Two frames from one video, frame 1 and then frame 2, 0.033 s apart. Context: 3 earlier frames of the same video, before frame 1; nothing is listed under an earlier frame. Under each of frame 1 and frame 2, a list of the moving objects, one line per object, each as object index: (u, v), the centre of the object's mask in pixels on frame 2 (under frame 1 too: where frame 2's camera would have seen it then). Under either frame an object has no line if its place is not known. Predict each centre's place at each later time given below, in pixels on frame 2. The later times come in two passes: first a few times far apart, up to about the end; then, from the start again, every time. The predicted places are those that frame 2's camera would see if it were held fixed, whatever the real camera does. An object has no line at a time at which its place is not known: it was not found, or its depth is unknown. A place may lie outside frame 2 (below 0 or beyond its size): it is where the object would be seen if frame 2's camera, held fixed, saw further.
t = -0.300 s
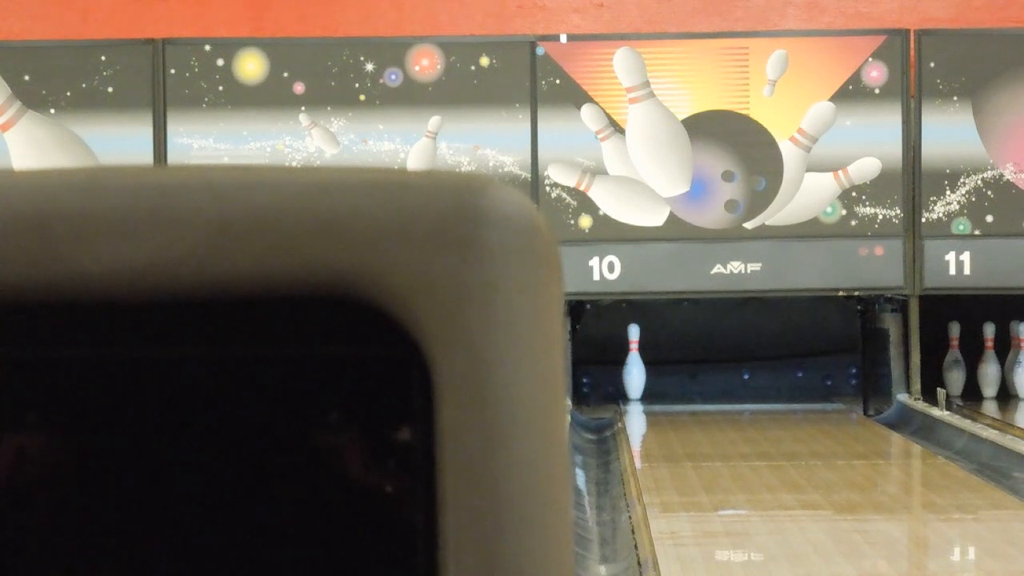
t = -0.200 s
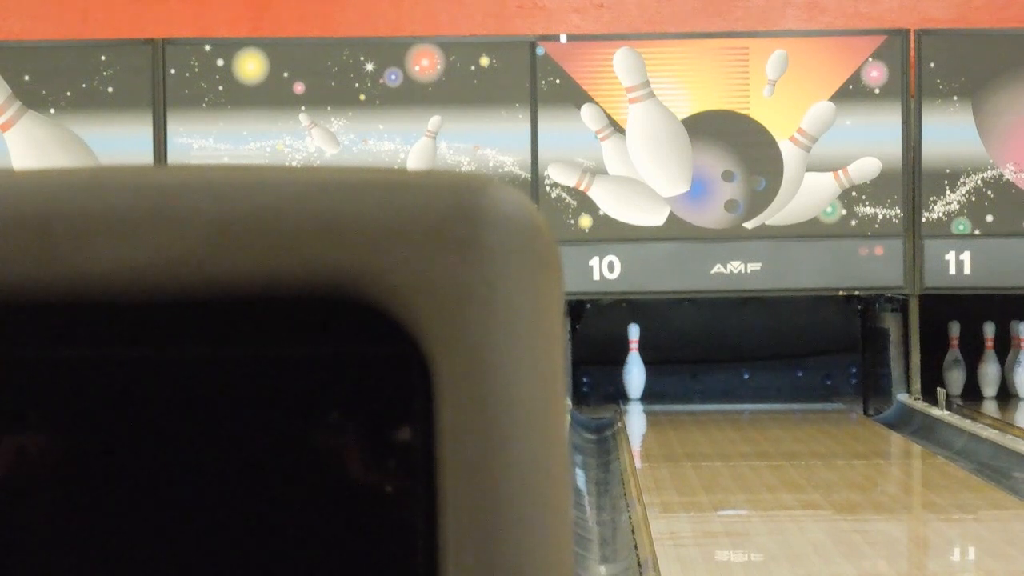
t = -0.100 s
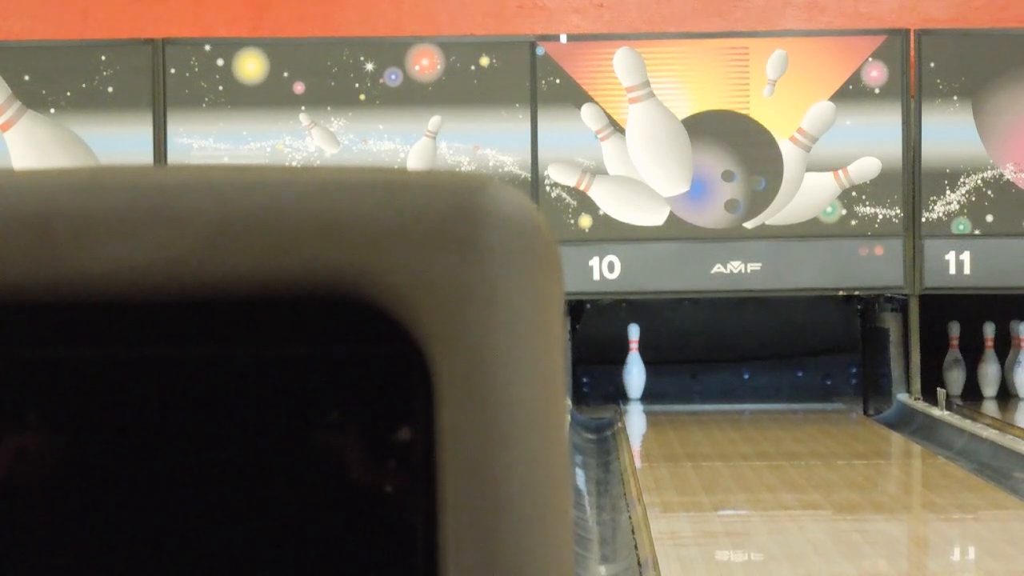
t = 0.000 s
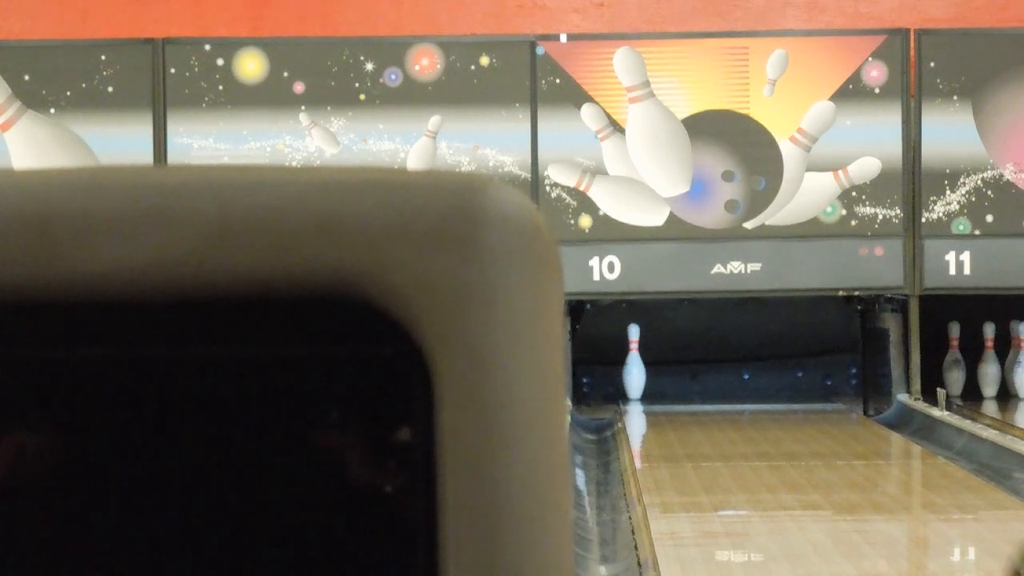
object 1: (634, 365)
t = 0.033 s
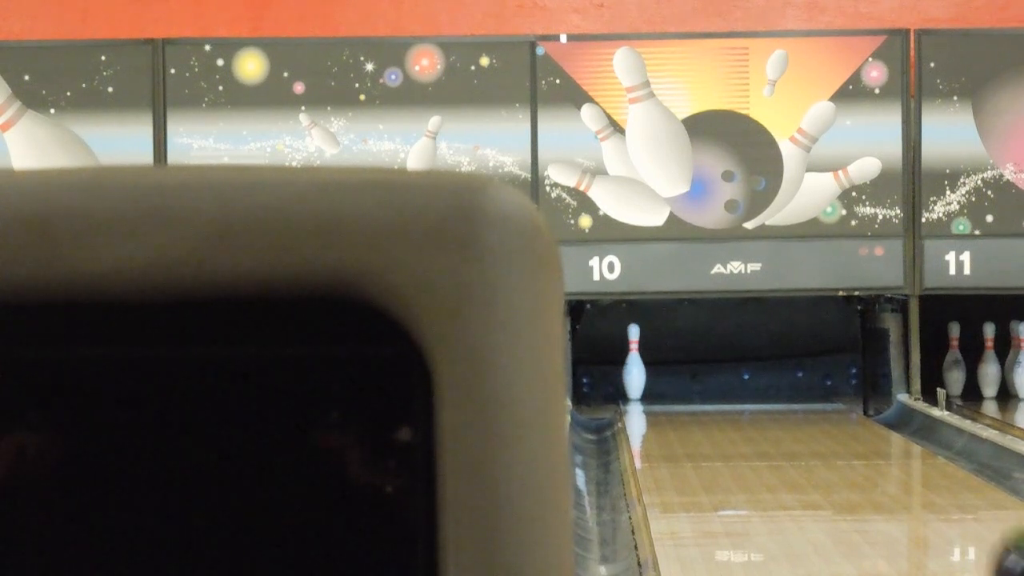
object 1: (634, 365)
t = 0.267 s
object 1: (634, 365)
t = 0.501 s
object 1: (634, 365)
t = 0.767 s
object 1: (634, 365)
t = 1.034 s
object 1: (634, 365)
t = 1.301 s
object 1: (634, 365)
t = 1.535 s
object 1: (634, 365)
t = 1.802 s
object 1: (633, 360)
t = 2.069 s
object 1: (633, 351)
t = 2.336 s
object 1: (632, 349)
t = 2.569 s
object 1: (631, 352)
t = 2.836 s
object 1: (586, 396)
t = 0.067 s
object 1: (634, 365)
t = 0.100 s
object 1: (634, 365)
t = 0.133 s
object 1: (634, 365)
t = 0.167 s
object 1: (634, 365)
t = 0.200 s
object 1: (634, 365)
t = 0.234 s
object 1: (634, 365)
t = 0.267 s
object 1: (634, 365)
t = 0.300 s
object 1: (634, 365)
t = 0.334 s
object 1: (634, 365)
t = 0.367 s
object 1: (634, 366)
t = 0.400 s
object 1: (634, 365)
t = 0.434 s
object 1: (634, 365)
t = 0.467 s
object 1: (634, 365)
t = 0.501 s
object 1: (634, 365)
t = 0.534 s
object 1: (634, 365)
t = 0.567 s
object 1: (634, 365)
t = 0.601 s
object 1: (634, 365)
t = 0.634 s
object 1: (634, 365)
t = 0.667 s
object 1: (634, 365)
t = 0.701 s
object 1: (634, 365)
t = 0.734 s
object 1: (634, 365)
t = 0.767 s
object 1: (634, 365)
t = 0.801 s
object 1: (634, 365)
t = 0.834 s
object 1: (634, 365)
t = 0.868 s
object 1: (634, 365)
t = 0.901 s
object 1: (634, 365)
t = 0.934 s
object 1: (634, 365)
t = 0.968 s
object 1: (634, 365)
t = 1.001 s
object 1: (634, 365)
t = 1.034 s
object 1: (634, 365)
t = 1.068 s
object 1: (634, 365)
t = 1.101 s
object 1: (634, 365)
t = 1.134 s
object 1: (634, 365)
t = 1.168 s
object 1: (634, 365)
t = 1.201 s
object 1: (634, 365)
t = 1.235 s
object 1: (634, 365)
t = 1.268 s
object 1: (634, 365)
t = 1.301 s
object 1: (634, 365)
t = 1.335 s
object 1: (634, 365)
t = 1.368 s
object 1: (634, 365)
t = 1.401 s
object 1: (634, 365)
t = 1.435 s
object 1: (634, 365)
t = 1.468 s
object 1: (634, 365)
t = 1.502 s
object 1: (634, 365)
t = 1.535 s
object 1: (634, 365)
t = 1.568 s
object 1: (634, 365)
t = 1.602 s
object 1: (634, 365)
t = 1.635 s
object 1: (634, 365)
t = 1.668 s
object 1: (634, 365)
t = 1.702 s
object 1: (633, 364)
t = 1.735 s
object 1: (633, 363)
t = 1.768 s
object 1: (633, 361)
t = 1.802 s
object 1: (633, 360)
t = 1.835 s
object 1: (633, 358)
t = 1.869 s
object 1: (633, 357)
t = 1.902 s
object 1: (633, 356)
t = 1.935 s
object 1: (633, 355)
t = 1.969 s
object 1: (633, 354)
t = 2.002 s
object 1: (633, 353)
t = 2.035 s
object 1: (633, 352)
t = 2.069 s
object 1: (633, 351)
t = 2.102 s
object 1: (633, 351)
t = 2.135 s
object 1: (633, 351)
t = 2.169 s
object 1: (632, 350)
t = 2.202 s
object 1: (632, 349)
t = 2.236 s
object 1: (632, 349)
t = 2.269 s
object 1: (632, 349)
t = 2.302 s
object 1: (632, 349)
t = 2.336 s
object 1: (632, 349)
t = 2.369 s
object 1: (632, 349)
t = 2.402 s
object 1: (632, 349)
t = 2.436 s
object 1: (632, 348)
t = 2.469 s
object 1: (632, 348)
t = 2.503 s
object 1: (631, 351)
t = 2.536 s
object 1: (631, 352)
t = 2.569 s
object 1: (631, 352)
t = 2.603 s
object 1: (624, 363)
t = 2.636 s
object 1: (614, 362)
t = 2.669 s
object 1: (601, 368)
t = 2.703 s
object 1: (586, 378)
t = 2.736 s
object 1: (583, 377)
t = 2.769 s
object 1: (583, 383)
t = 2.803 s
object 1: (585, 390)
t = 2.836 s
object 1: (586, 396)
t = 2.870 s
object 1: (589, 406)
